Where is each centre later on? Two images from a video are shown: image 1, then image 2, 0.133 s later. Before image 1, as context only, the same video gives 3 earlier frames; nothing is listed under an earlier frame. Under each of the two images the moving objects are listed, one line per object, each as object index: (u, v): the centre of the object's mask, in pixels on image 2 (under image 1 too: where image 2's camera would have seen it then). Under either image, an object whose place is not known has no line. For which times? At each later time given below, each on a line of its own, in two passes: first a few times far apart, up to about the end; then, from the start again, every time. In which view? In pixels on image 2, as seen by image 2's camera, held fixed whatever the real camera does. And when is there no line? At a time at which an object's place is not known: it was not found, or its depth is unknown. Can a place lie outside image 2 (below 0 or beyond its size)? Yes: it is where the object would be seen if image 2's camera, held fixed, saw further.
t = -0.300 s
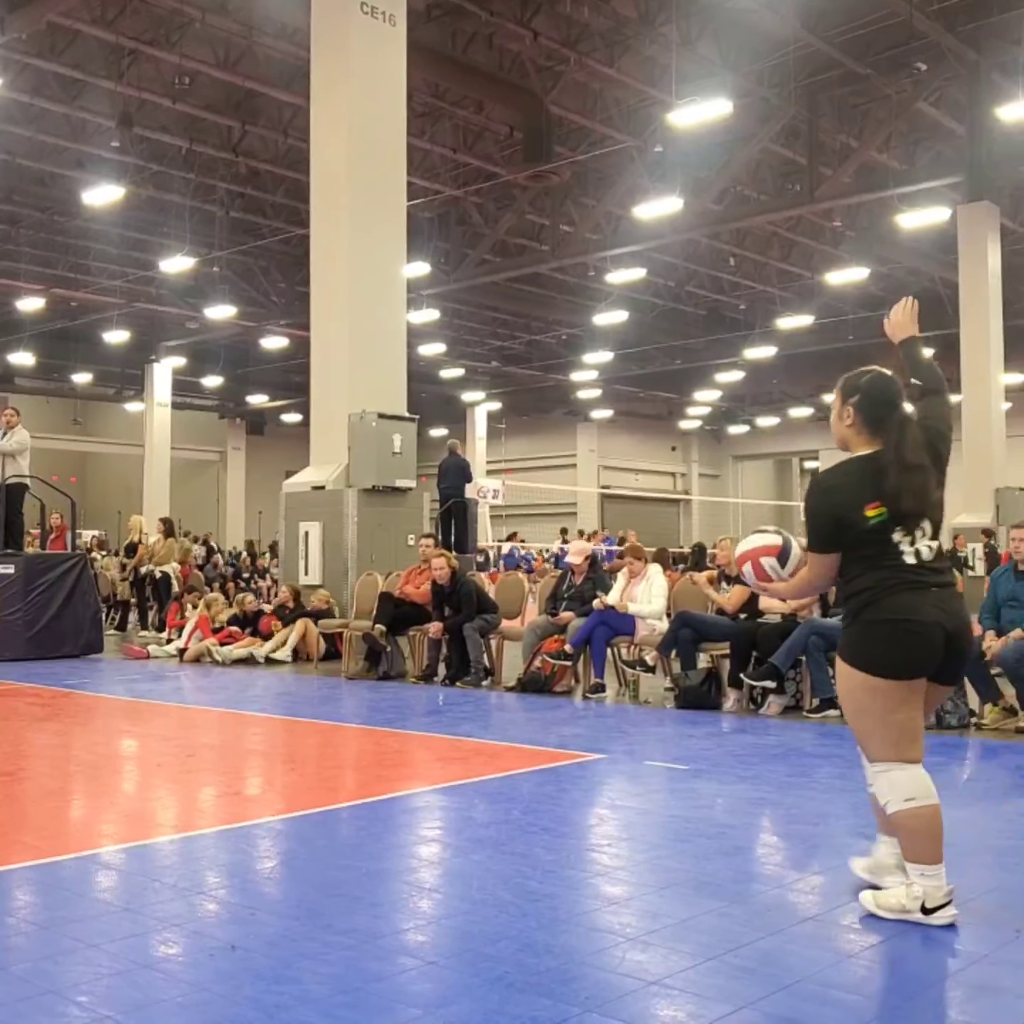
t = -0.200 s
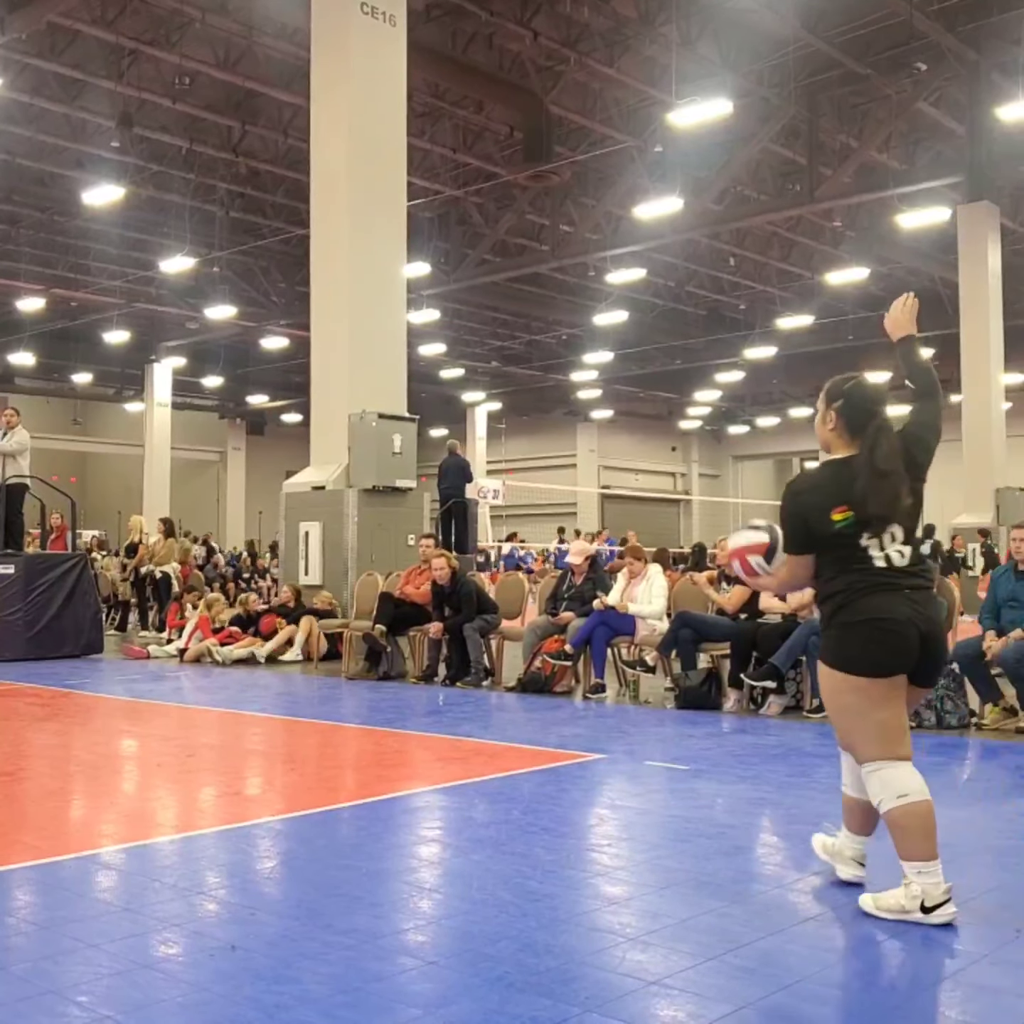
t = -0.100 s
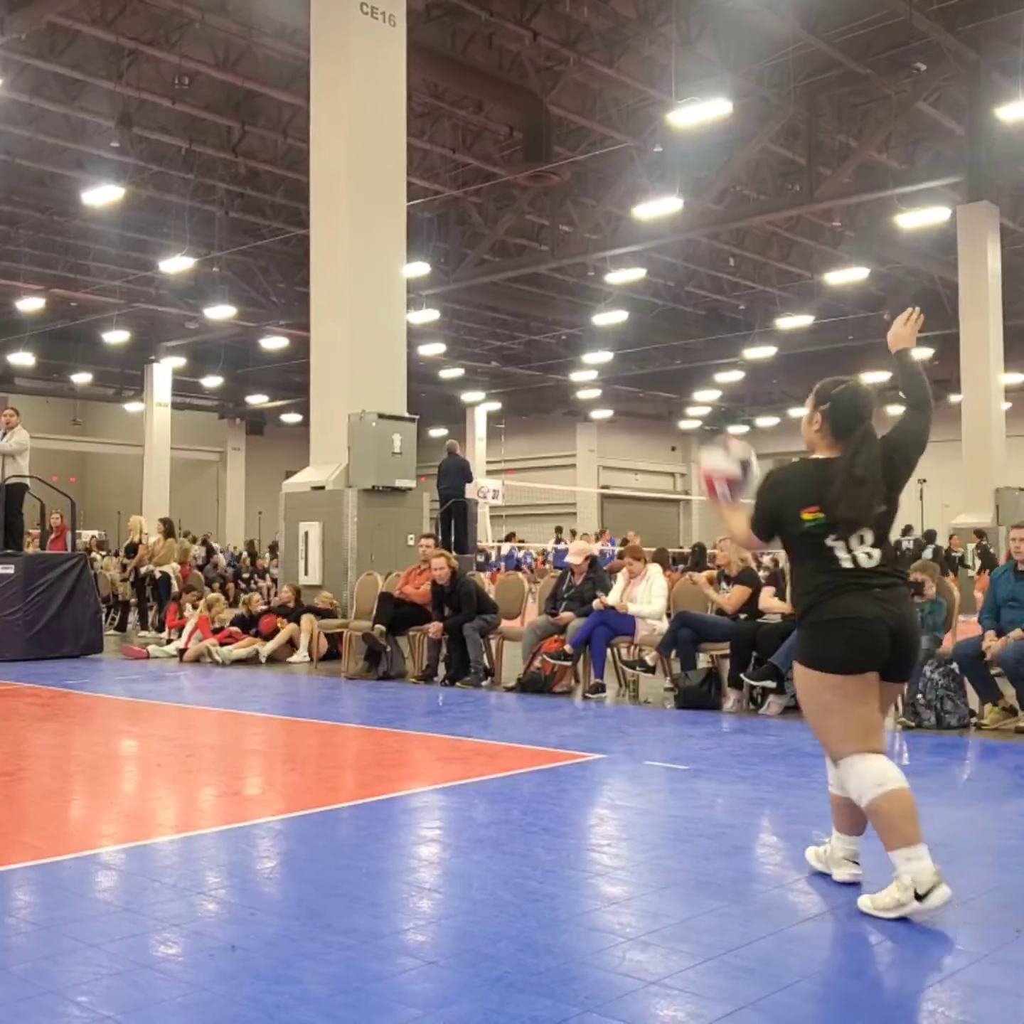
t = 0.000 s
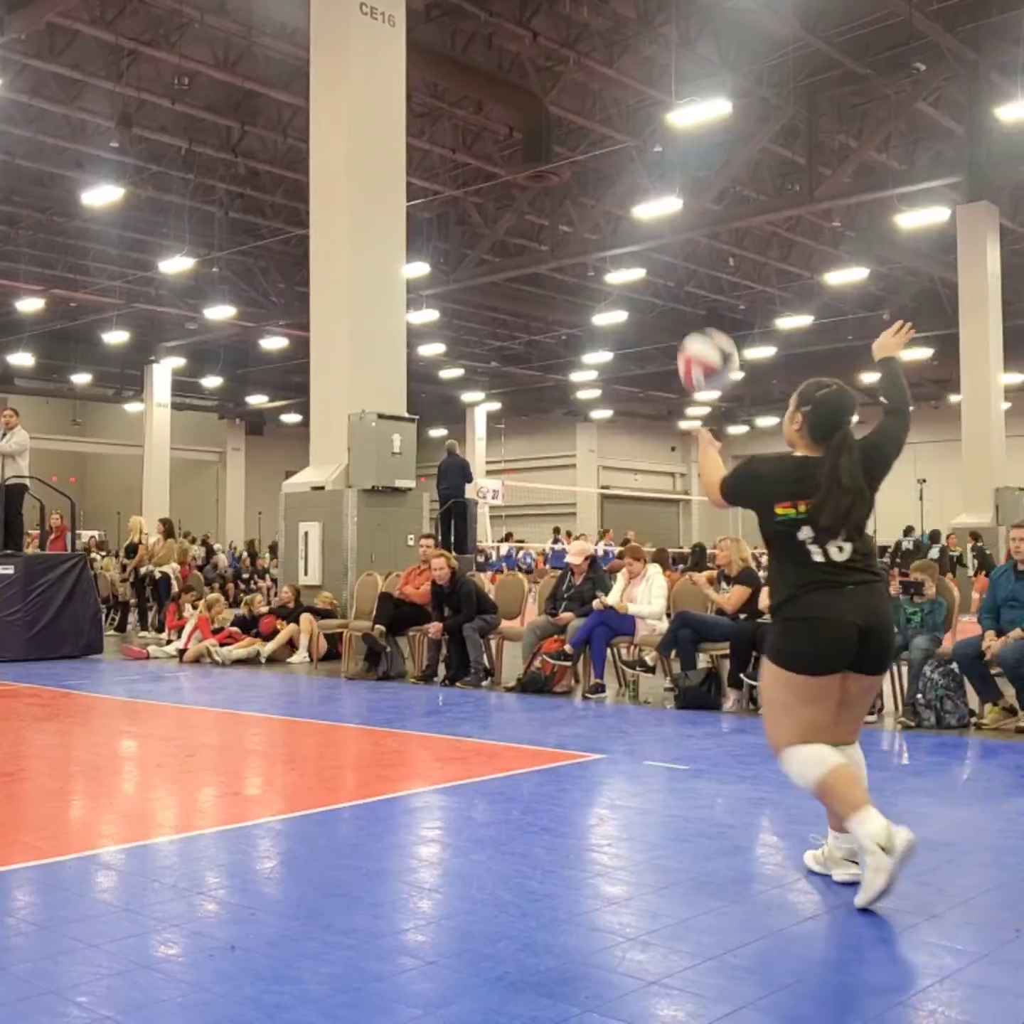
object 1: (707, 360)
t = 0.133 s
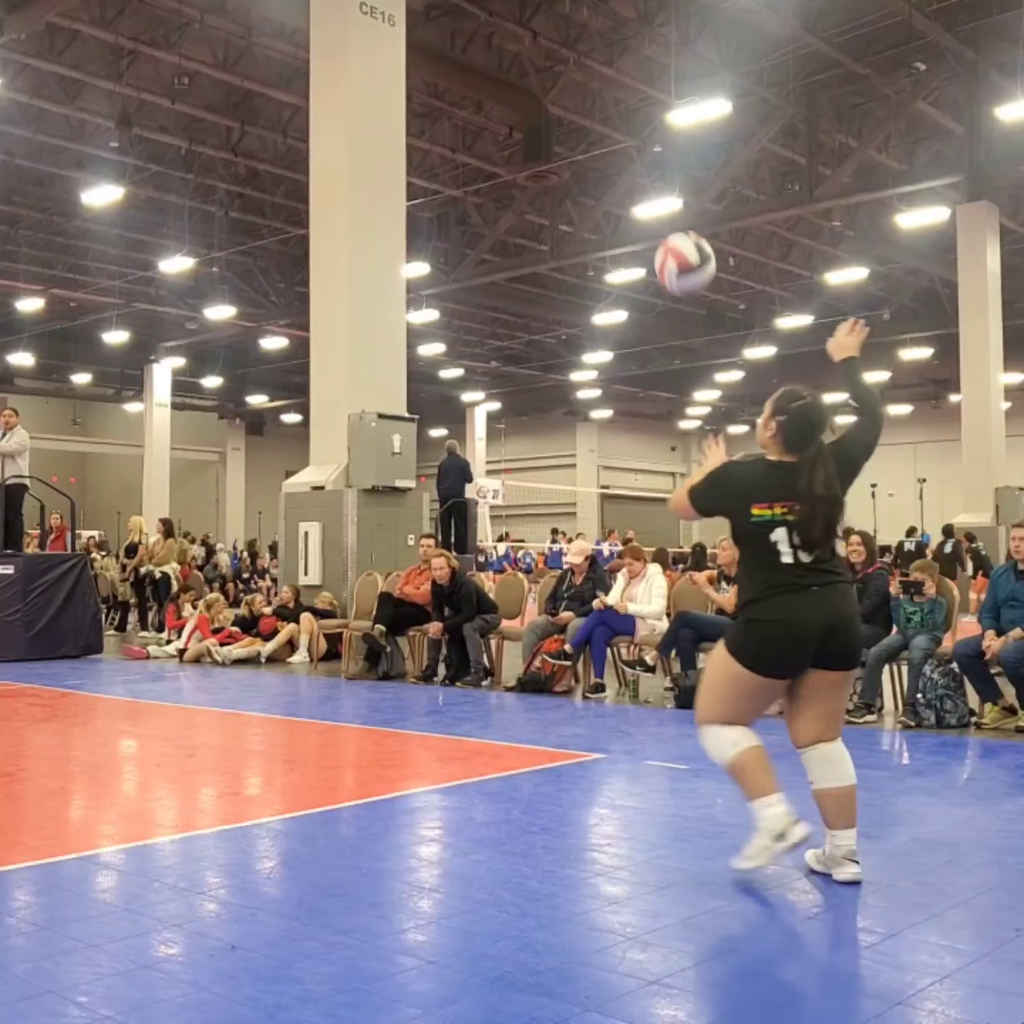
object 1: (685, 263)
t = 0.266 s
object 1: (662, 216)
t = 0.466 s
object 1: (629, 232)
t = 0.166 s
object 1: (679, 247)
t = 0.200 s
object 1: (674, 236)
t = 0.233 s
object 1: (668, 224)
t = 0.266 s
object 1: (662, 216)
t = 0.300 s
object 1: (656, 211)
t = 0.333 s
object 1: (651, 210)
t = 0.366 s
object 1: (645, 211)
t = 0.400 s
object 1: (639, 215)
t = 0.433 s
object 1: (634, 222)
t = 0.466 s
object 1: (629, 232)
